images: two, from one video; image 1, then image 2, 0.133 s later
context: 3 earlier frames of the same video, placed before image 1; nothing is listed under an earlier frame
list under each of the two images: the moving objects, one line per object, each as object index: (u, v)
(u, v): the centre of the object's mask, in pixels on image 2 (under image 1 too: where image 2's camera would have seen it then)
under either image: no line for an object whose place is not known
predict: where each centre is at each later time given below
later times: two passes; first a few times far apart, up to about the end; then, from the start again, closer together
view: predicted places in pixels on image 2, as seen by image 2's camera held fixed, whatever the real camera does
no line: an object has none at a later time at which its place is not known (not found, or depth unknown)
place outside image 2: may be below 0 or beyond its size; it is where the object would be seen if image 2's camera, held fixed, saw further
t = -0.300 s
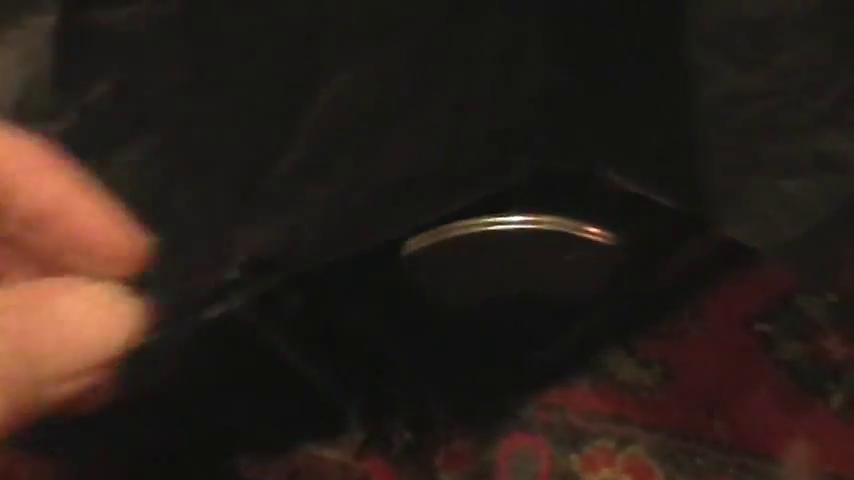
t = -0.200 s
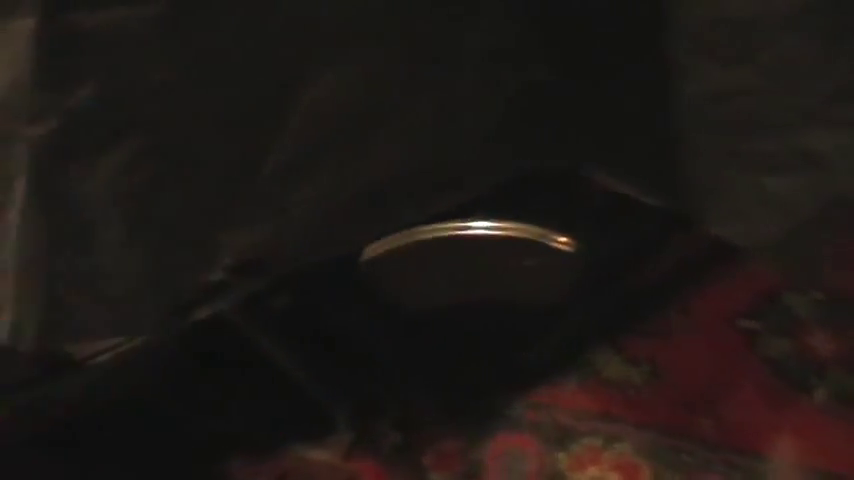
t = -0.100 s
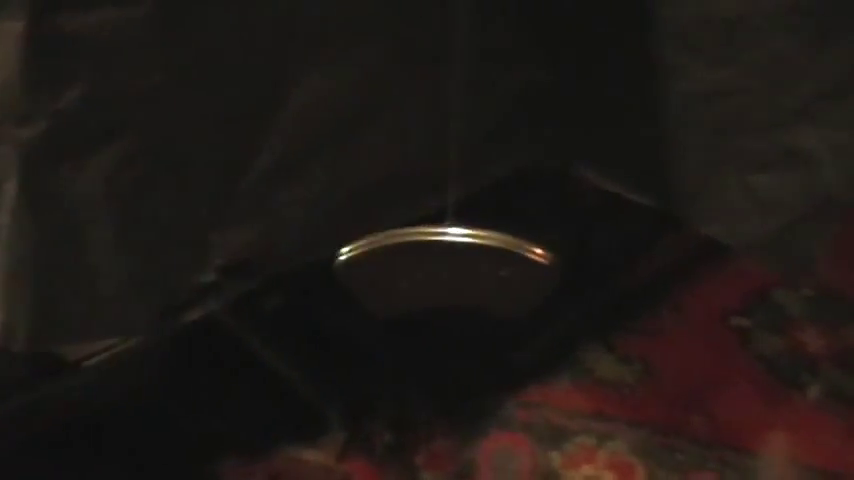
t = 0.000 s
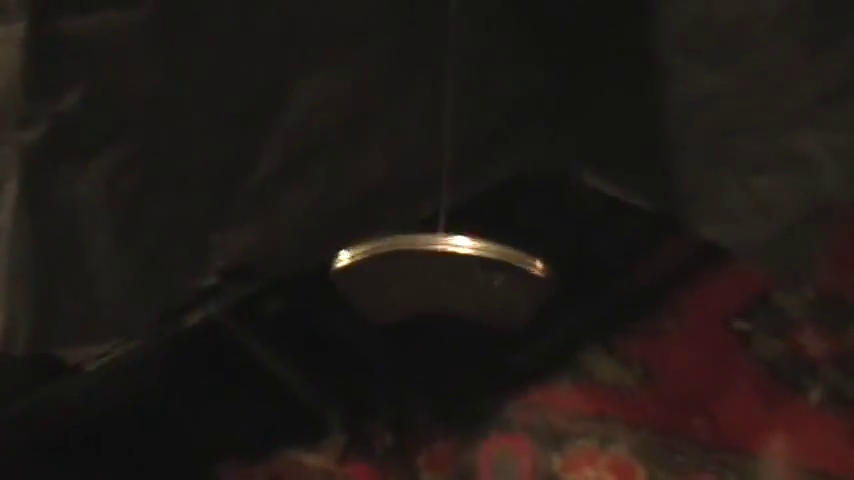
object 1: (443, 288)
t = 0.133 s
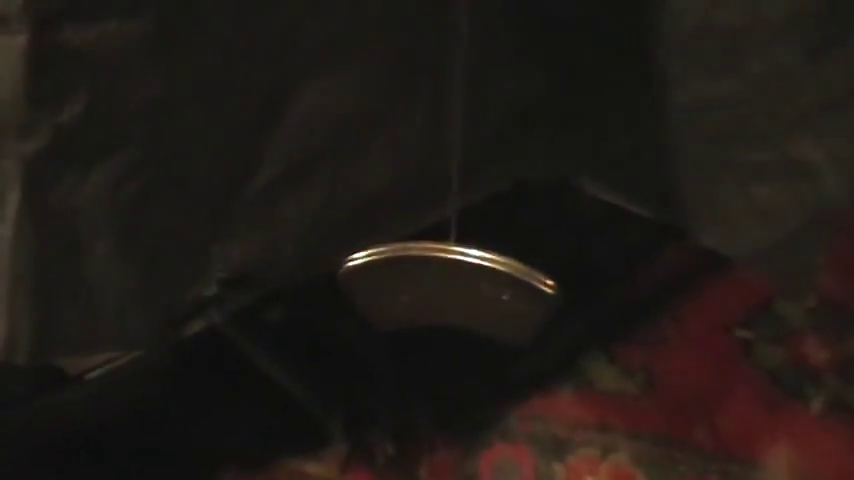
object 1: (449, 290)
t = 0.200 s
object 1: (461, 290)
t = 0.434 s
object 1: (515, 279)
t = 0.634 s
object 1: (549, 267)
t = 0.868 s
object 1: (544, 264)
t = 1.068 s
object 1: (500, 272)
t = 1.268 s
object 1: (459, 284)
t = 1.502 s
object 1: (445, 293)
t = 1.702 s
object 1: (474, 292)
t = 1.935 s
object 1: (527, 276)
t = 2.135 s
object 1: (550, 264)
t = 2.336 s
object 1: (536, 262)
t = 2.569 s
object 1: (486, 273)
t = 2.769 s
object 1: (450, 285)
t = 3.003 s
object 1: (448, 291)
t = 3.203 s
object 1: (484, 284)
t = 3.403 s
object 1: (528, 273)
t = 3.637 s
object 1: (547, 262)
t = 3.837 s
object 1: (522, 263)
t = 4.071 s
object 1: (464, 276)
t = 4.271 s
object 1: (441, 288)
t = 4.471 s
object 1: (450, 292)
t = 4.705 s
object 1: (498, 283)
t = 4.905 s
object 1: (533, 270)
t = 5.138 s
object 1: (530, 260)
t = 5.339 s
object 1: (497, 259)
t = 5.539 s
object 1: (461, 261)
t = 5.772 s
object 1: (435, 271)
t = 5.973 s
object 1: (453, 262)
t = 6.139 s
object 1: (493, 246)
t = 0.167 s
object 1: (455, 290)
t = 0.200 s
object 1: (461, 290)
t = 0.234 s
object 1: (467, 289)
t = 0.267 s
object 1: (476, 289)
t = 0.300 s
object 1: (480, 287)
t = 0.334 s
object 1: (484, 285)
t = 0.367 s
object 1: (494, 283)
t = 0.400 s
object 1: (505, 281)
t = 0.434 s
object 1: (515, 279)
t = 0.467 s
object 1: (523, 276)
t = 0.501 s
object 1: (529, 274)
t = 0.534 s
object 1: (534, 272)
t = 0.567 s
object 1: (540, 270)
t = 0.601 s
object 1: (546, 269)
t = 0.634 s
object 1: (549, 267)
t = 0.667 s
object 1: (551, 266)
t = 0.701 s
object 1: (553, 264)
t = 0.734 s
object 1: (554, 264)
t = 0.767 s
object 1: (553, 263)
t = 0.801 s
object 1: (551, 263)
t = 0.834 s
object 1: (548, 263)
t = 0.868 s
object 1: (544, 264)
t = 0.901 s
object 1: (537, 264)
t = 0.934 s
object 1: (531, 265)
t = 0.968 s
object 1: (524, 266)
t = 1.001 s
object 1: (516, 268)
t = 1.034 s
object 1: (508, 270)
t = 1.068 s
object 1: (500, 272)
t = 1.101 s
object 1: (493, 275)
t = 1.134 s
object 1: (485, 276)
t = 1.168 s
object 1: (477, 278)
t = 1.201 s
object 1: (471, 280)
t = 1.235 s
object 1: (465, 281)
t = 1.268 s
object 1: (459, 284)
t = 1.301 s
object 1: (454, 286)
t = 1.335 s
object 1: (449, 288)
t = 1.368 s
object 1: (446, 290)
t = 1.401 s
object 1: (444, 292)
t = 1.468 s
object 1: (443, 295)
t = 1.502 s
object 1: (445, 293)
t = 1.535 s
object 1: (446, 293)
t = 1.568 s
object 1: (450, 294)
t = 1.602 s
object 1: (455, 294)
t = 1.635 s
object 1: (460, 294)
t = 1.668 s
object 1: (467, 293)
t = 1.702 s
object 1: (474, 292)
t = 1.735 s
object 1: (482, 290)
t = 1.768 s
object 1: (490, 288)
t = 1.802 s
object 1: (498, 286)
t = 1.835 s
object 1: (506, 284)
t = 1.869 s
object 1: (513, 281)
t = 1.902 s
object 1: (520, 278)
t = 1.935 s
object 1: (527, 276)
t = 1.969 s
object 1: (533, 274)
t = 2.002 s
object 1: (538, 271)
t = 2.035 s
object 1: (542, 269)
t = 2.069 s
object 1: (546, 267)
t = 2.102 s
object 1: (549, 266)
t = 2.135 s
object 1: (550, 264)
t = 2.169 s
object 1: (550, 264)
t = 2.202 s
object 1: (550, 263)
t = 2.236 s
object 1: (548, 262)
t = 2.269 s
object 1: (545, 261)
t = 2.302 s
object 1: (541, 262)
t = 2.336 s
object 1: (536, 262)
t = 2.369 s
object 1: (531, 263)
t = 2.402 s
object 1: (524, 264)
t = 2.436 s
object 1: (516, 266)
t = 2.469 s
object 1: (510, 267)
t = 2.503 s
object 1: (502, 269)
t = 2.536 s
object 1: (495, 271)
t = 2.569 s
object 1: (486, 273)
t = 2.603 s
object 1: (479, 275)
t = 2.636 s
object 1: (472, 277)
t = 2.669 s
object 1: (465, 279)
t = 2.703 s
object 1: (459, 281)
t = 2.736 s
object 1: (454, 283)
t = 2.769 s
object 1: (450, 285)
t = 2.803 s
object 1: (446, 287)
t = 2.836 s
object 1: (444, 288)
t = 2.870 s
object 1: (443, 289)
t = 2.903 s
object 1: (443, 290)
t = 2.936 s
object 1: (444, 290)
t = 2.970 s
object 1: (446, 291)
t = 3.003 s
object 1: (448, 291)
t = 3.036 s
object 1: (452, 291)
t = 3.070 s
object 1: (457, 290)
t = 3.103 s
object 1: (463, 289)
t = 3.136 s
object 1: (470, 288)
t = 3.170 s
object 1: (477, 286)
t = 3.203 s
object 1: (484, 284)
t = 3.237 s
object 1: (493, 282)
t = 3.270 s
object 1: (499, 281)
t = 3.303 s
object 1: (507, 279)
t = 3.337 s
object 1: (513, 276)
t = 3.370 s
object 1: (522, 274)
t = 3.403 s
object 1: (528, 273)
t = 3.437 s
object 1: (533, 270)
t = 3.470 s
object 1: (536, 268)
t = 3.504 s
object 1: (540, 267)
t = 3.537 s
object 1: (543, 264)
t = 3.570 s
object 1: (551, 264)
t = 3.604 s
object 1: (551, 263)
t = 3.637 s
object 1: (547, 262)
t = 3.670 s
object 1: (546, 261)
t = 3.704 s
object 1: (546, 261)
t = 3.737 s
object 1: (542, 261)
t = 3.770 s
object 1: (537, 261)
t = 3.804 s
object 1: (529, 262)
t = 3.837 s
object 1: (522, 263)
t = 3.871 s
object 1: (516, 264)
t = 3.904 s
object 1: (509, 265)
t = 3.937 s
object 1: (503, 266)
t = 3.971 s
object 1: (493, 268)
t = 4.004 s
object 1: (481, 271)
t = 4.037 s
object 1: (468, 273)
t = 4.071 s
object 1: (464, 276)
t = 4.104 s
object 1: (460, 278)
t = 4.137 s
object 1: (456, 281)
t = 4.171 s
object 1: (451, 283)
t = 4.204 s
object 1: (446, 285)
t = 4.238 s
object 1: (442, 287)
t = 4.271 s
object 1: (441, 288)
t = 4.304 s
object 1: (440, 289)
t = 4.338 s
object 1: (440, 290)
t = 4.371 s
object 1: (441, 291)
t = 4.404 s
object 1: (442, 291)
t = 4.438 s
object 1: (446, 292)
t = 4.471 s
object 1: (450, 292)
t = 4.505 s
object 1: (456, 291)
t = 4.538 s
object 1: (462, 290)
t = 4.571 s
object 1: (470, 290)
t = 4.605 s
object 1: (477, 288)
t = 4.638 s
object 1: (484, 287)
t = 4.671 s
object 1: (491, 284)
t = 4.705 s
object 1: (498, 283)
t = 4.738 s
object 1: (506, 281)
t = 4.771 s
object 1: (513, 278)
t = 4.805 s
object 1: (520, 277)
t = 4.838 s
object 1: (525, 275)
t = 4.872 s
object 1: (529, 272)
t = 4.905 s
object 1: (533, 270)
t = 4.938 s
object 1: (536, 269)
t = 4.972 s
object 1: (539, 267)
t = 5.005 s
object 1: (540, 266)
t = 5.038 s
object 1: (539, 261)
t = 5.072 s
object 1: (535, 261)
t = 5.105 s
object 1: (533, 259)
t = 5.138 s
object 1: (530, 260)
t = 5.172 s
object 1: (528, 260)
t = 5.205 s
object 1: (523, 258)
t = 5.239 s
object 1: (516, 259)
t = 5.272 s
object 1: (510, 259)
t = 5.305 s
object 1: (503, 259)
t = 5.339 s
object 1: (497, 259)
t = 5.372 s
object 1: (491, 259)
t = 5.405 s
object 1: (483, 258)
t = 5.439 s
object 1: (477, 260)
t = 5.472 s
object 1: (472, 260)
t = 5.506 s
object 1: (467, 261)
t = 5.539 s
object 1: (461, 261)
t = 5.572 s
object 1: (454, 262)
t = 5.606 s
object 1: (444, 265)
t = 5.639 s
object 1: (438, 266)
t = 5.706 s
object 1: (437, 269)
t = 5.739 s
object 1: (434, 271)
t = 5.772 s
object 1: (435, 271)
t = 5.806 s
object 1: (436, 273)
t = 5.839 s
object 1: (437, 272)
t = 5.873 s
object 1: (442, 264)
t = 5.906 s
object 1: (443, 264)
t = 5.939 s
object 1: (447, 265)
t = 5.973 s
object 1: (453, 262)
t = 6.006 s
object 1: (463, 259)
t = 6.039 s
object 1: (472, 258)
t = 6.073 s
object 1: (478, 253)
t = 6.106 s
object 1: (485, 249)
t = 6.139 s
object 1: (493, 246)
